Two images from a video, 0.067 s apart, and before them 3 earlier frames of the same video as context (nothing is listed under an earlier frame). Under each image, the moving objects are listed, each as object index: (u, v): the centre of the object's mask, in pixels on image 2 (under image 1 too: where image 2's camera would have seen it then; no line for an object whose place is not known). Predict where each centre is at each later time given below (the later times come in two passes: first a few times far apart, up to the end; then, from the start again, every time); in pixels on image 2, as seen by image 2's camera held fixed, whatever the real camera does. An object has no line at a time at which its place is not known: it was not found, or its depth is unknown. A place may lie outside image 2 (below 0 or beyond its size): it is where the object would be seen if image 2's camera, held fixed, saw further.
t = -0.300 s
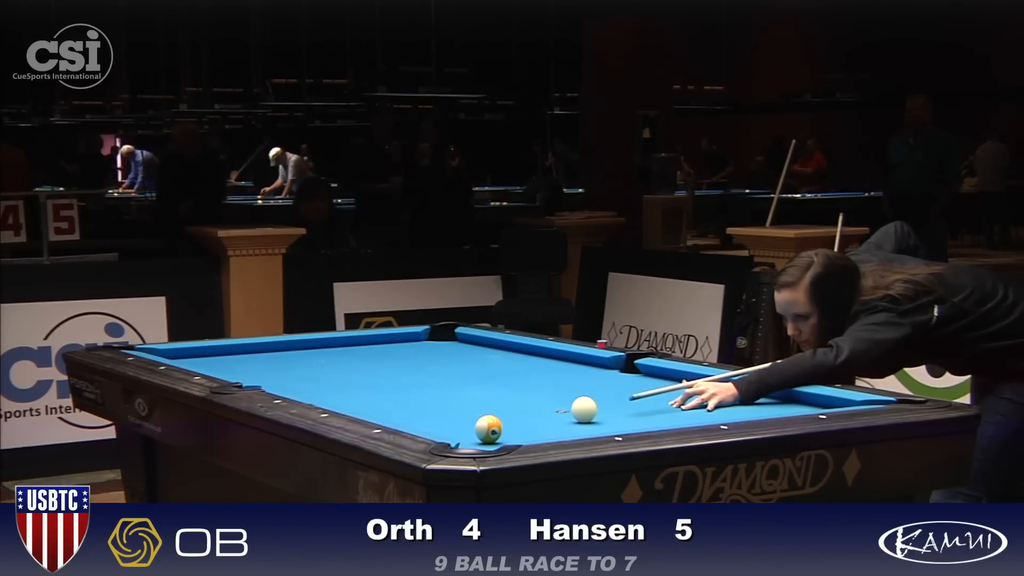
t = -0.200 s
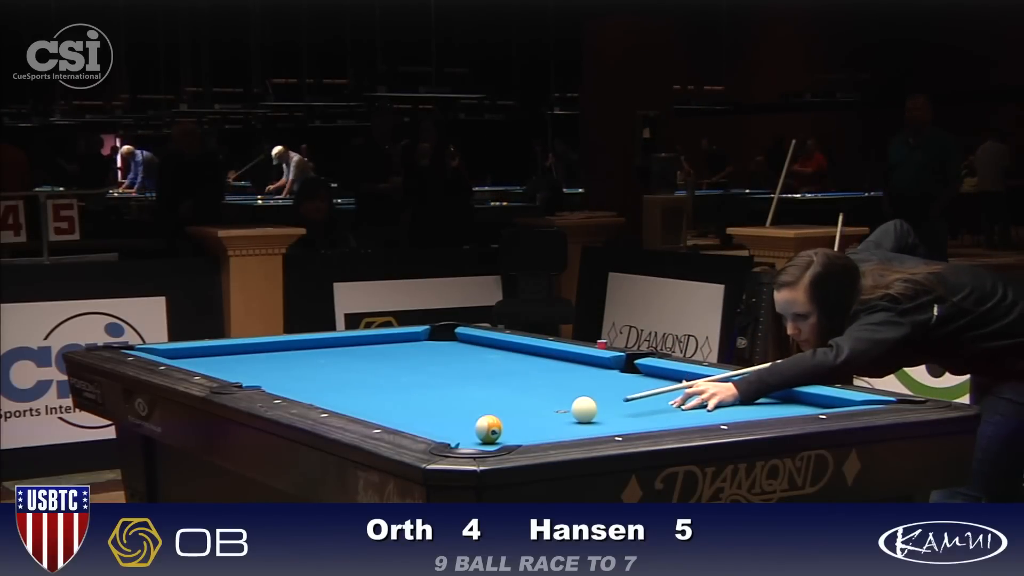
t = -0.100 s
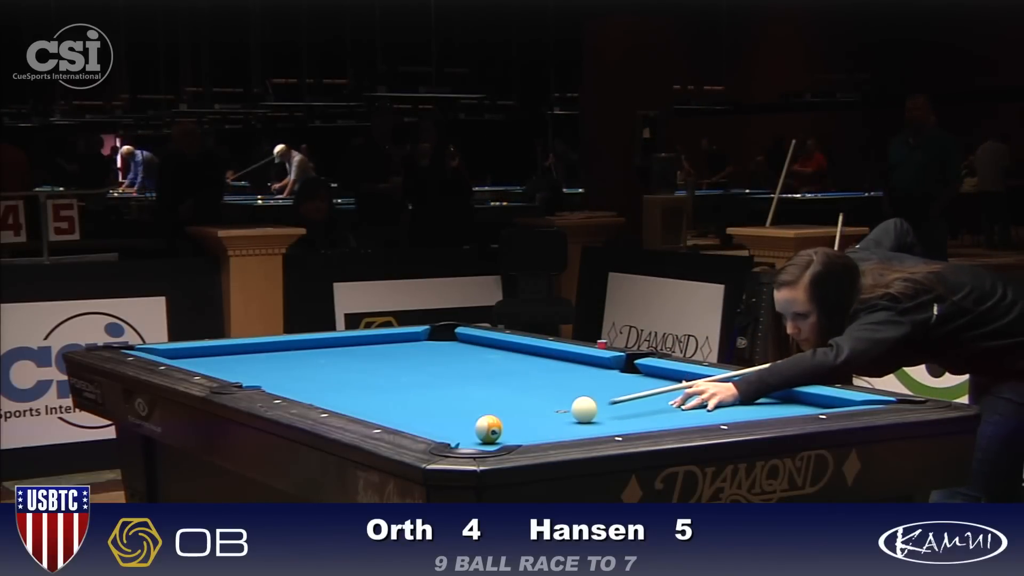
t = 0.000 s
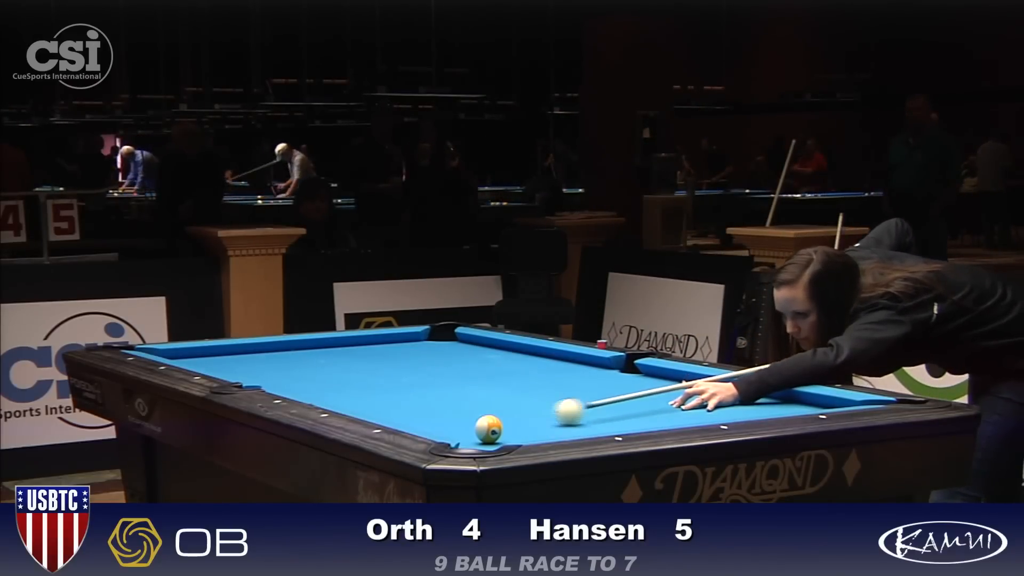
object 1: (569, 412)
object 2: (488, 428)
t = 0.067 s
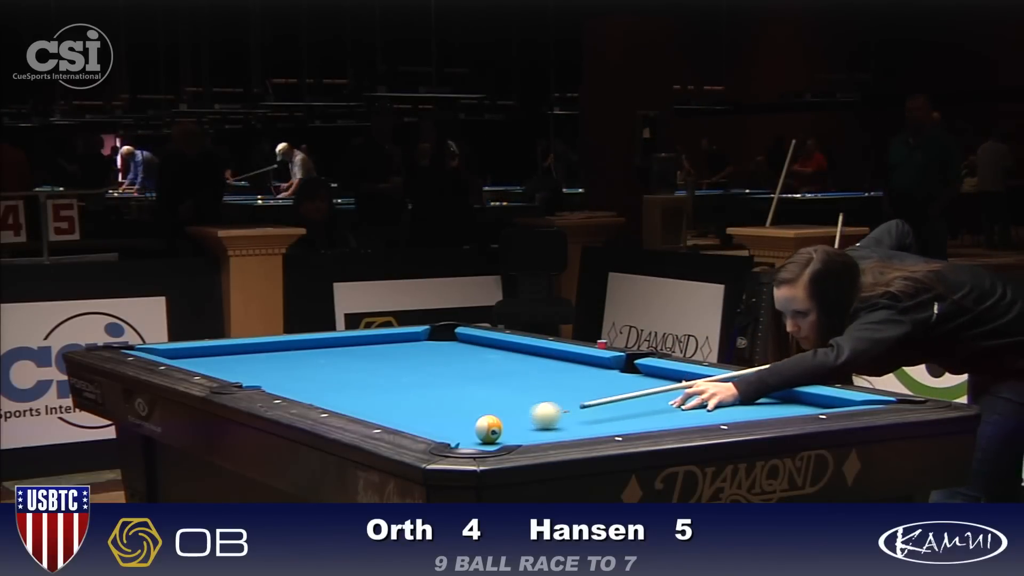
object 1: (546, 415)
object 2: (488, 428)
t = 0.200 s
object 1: (505, 420)
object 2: (488, 429)
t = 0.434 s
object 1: (420, 423)
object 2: (489, 435)
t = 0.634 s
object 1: (449, 423)
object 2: (489, 439)
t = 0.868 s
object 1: (484, 419)
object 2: (489, 444)
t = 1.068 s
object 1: (511, 415)
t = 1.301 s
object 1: (541, 410)
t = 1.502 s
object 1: (566, 407)
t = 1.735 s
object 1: (592, 403)
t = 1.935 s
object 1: (613, 400)
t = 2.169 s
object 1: (637, 397)
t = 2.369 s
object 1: (656, 395)
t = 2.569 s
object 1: (674, 392)
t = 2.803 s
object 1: (694, 390)
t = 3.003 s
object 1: (710, 388)
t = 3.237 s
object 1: (727, 385)
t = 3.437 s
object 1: (729, 385)
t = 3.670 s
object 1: (718, 385)
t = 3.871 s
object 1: (709, 386)
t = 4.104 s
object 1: (700, 387)
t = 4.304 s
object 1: (694, 388)
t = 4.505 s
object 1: (688, 388)
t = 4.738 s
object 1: (682, 389)
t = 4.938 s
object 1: (679, 389)
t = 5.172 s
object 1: (676, 389)
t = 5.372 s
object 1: (674, 389)
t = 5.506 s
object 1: (673, 389)
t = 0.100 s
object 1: (535, 417)
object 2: (488, 428)
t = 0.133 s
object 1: (523, 419)
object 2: (488, 429)
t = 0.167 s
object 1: (513, 421)
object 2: (488, 429)
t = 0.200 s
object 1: (505, 420)
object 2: (488, 429)
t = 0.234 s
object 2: (488, 429)
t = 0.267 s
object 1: (472, 424)
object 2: (493, 431)
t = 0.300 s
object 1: (464, 426)
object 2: (489, 431)
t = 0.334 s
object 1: (453, 426)
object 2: (489, 432)
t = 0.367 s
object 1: (442, 425)
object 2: (489, 433)
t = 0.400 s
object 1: (430, 424)
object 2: (489, 434)
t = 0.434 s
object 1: (420, 423)
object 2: (489, 435)
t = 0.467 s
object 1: (423, 423)
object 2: (489, 436)
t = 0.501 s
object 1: (429, 423)
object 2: (489, 437)
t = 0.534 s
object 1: (435, 423)
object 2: (489, 438)
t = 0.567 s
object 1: (440, 424)
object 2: (489, 438)
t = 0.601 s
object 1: (445, 424)
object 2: (488, 439)
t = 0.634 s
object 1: (449, 423)
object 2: (489, 439)
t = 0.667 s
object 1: (454, 423)
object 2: (489, 440)
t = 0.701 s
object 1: (459, 422)
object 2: (489, 440)
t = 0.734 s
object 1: (464, 421)
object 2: (489, 441)
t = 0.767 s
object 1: (469, 421)
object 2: (489, 442)
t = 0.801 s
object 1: (474, 420)
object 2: (489, 443)
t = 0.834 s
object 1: (479, 419)
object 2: (489, 443)
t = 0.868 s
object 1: (484, 419)
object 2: (489, 444)
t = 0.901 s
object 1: (488, 418)
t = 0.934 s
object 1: (493, 417)
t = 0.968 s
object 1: (498, 417)
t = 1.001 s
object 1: (502, 416)
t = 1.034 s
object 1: (507, 415)
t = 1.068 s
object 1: (511, 415)
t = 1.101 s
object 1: (516, 414)
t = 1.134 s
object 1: (520, 413)
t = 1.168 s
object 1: (524, 413)
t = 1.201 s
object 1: (528, 412)
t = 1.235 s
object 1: (533, 412)
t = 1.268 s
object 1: (537, 411)
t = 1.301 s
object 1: (541, 410)
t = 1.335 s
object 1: (545, 410)
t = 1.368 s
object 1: (549, 409)
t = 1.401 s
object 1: (554, 409)
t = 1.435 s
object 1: (558, 408)
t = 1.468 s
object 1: (562, 408)
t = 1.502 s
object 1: (566, 407)
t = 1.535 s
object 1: (569, 406)
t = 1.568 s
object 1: (573, 406)
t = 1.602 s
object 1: (577, 405)
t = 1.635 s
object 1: (581, 405)
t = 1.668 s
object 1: (584, 404)
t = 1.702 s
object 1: (588, 404)
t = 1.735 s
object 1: (592, 403)
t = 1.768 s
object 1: (595, 403)
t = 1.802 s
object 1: (599, 402)
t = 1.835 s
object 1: (603, 402)
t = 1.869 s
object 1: (607, 401)
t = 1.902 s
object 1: (610, 401)
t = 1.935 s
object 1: (613, 400)
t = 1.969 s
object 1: (617, 400)
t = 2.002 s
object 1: (620, 399)
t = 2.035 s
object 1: (624, 399)
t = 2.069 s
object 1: (627, 398)
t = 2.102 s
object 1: (631, 398)
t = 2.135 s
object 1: (634, 397)
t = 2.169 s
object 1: (637, 397)
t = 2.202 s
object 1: (640, 397)
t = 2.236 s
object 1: (644, 396)
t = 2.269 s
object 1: (647, 396)
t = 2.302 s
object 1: (650, 395)
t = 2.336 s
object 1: (653, 395)
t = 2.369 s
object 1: (656, 395)
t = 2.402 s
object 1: (659, 394)
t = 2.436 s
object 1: (662, 394)
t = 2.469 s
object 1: (665, 393)
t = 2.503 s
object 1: (668, 393)
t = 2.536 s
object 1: (671, 393)
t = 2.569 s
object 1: (674, 392)
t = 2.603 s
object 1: (677, 392)
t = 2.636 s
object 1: (680, 391)
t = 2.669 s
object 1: (682, 391)
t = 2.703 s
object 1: (685, 391)
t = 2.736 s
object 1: (688, 390)
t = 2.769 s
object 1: (691, 390)
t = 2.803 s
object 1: (694, 390)
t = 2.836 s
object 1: (696, 389)
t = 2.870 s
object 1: (699, 389)
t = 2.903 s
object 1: (702, 388)
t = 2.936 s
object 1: (704, 388)
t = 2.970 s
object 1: (707, 388)
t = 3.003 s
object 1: (710, 388)
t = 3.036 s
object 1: (712, 387)
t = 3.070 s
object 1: (714, 387)
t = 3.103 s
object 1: (717, 387)
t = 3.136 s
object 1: (719, 386)
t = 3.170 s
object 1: (722, 386)
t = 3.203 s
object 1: (724, 386)
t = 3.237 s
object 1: (727, 385)
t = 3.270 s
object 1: (729, 385)
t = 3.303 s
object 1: (731, 385)
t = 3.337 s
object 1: (733, 385)
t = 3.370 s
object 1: (733, 385)
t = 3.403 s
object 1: (731, 385)
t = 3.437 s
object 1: (729, 385)
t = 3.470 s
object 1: (727, 385)
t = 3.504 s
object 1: (726, 385)
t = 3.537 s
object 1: (724, 385)
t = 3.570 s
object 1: (722, 385)
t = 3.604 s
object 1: (721, 385)
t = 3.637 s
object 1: (719, 385)
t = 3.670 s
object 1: (718, 385)
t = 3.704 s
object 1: (716, 386)
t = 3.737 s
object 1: (715, 386)
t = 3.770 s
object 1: (713, 386)
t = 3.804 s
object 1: (712, 386)
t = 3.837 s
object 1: (710, 386)
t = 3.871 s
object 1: (709, 386)
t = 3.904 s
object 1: (708, 386)
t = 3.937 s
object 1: (706, 387)
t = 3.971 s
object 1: (705, 387)
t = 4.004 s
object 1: (704, 387)
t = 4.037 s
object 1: (702, 387)
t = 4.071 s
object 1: (701, 387)
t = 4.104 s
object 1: (700, 387)
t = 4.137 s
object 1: (699, 387)
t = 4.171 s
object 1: (698, 387)
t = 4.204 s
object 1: (697, 387)
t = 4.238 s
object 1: (696, 387)
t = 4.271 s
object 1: (695, 388)
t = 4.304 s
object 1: (694, 388)
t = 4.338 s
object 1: (693, 388)
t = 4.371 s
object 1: (692, 388)
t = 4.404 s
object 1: (691, 388)
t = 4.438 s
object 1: (690, 388)
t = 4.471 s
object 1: (689, 388)
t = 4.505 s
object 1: (688, 388)
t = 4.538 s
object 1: (687, 388)
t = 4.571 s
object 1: (686, 388)
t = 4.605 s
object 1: (685, 388)
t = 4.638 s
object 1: (684, 388)
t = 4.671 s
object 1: (684, 388)
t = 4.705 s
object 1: (683, 389)
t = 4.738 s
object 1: (682, 389)
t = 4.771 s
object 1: (681, 389)
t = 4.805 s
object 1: (681, 389)
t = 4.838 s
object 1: (680, 389)
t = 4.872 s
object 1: (680, 389)
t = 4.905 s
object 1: (679, 389)
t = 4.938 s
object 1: (679, 389)
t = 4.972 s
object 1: (678, 389)
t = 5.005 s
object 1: (678, 389)
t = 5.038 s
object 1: (677, 389)
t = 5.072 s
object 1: (677, 389)
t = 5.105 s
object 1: (676, 389)
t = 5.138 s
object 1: (676, 389)
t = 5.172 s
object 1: (676, 389)
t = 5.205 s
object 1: (675, 389)
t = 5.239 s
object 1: (675, 389)
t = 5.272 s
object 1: (675, 389)
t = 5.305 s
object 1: (674, 389)
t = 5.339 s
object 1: (674, 389)
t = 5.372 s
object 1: (674, 389)
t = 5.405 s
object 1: (674, 389)
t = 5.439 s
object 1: (673, 389)
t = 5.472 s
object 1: (673, 389)
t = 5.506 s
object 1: (673, 389)
